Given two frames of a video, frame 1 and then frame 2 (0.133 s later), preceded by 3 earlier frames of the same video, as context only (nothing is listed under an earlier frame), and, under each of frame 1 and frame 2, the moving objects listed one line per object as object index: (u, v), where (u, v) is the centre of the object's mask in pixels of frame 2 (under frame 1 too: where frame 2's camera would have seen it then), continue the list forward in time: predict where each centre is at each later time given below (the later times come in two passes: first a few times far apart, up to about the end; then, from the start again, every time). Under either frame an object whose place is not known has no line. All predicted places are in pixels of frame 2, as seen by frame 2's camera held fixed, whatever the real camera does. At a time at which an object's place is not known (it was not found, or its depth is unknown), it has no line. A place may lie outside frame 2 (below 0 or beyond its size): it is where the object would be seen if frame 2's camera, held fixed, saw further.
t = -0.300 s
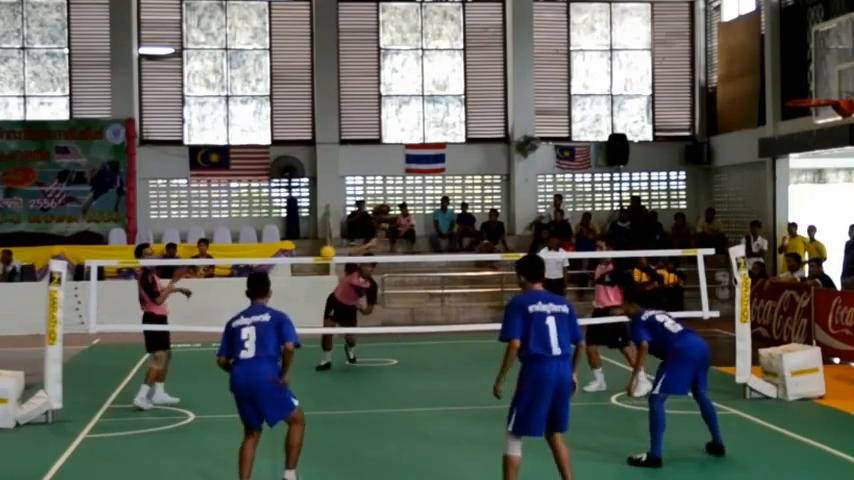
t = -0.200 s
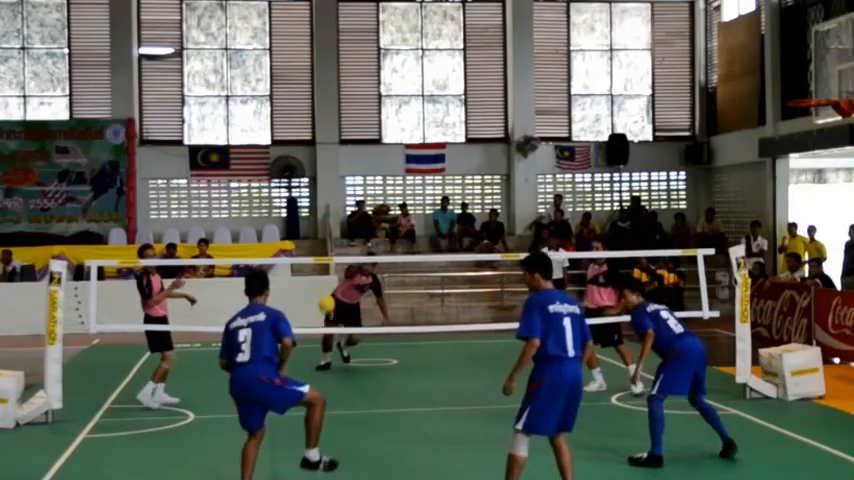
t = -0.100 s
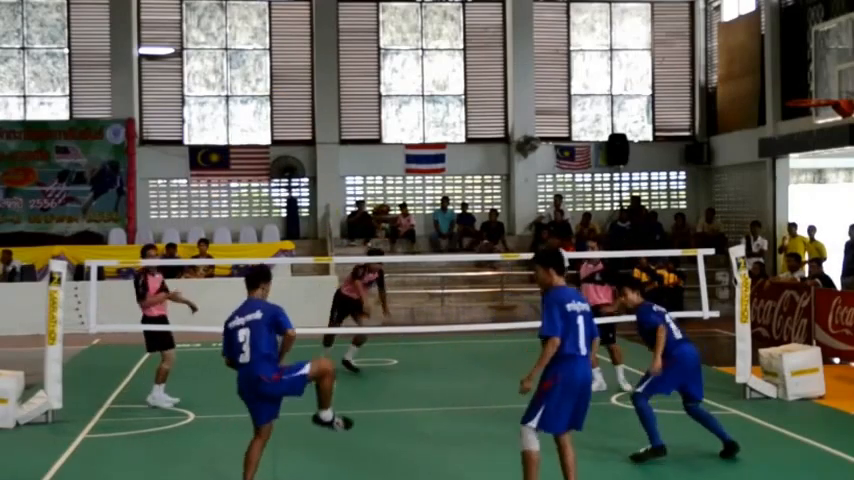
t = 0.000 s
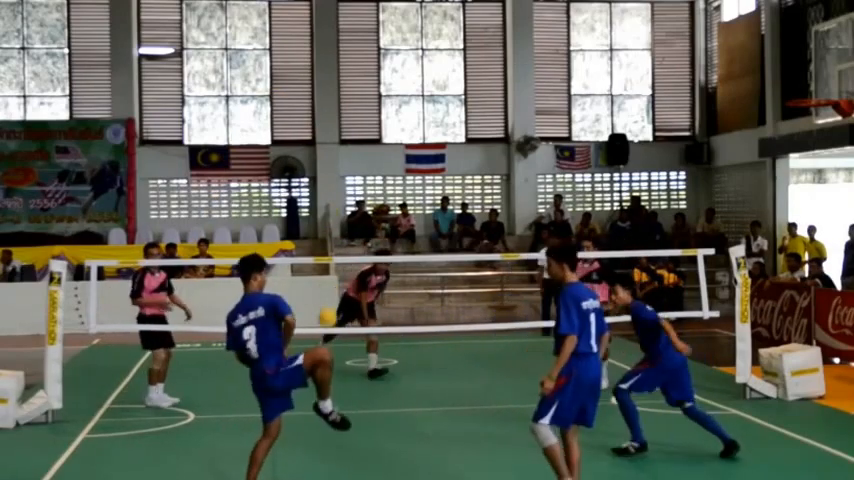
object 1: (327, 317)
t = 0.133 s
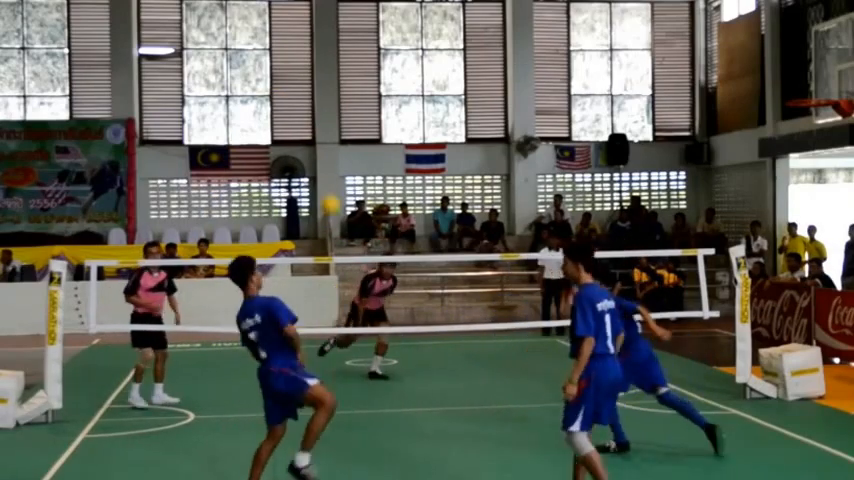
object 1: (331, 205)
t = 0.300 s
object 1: (334, 100)
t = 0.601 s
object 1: (343, 8)
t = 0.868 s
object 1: (353, 27)
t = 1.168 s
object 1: (365, 154)
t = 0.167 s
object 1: (331, 180)
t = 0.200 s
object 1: (332, 158)
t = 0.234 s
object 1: (333, 137)
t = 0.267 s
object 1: (334, 118)
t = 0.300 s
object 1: (334, 100)
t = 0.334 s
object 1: (336, 84)
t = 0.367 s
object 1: (336, 69)
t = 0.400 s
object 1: (337, 55)
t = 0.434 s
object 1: (338, 44)
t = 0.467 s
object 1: (339, 34)
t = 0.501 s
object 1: (340, 25)
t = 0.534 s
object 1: (341, 19)
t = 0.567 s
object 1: (342, 12)
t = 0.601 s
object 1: (343, 8)
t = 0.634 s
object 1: (344, 7)
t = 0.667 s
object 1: (345, 6)
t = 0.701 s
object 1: (347, 6)
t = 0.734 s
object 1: (347, 6)
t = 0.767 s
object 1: (349, 8)
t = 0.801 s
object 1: (350, 13)
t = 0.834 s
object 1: (352, 19)
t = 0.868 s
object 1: (353, 27)
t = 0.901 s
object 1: (354, 35)
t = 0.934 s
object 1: (356, 46)
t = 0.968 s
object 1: (357, 57)
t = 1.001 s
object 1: (358, 70)
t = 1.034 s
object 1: (360, 84)
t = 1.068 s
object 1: (361, 99)
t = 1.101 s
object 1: (362, 116)
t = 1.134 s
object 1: (364, 136)
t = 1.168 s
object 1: (365, 154)
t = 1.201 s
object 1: (367, 175)
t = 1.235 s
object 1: (368, 199)
